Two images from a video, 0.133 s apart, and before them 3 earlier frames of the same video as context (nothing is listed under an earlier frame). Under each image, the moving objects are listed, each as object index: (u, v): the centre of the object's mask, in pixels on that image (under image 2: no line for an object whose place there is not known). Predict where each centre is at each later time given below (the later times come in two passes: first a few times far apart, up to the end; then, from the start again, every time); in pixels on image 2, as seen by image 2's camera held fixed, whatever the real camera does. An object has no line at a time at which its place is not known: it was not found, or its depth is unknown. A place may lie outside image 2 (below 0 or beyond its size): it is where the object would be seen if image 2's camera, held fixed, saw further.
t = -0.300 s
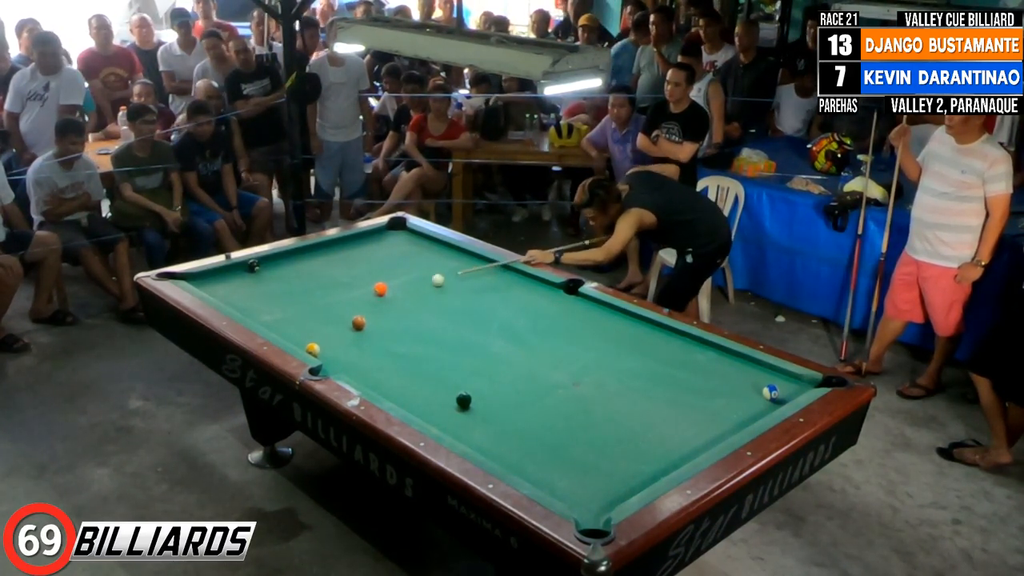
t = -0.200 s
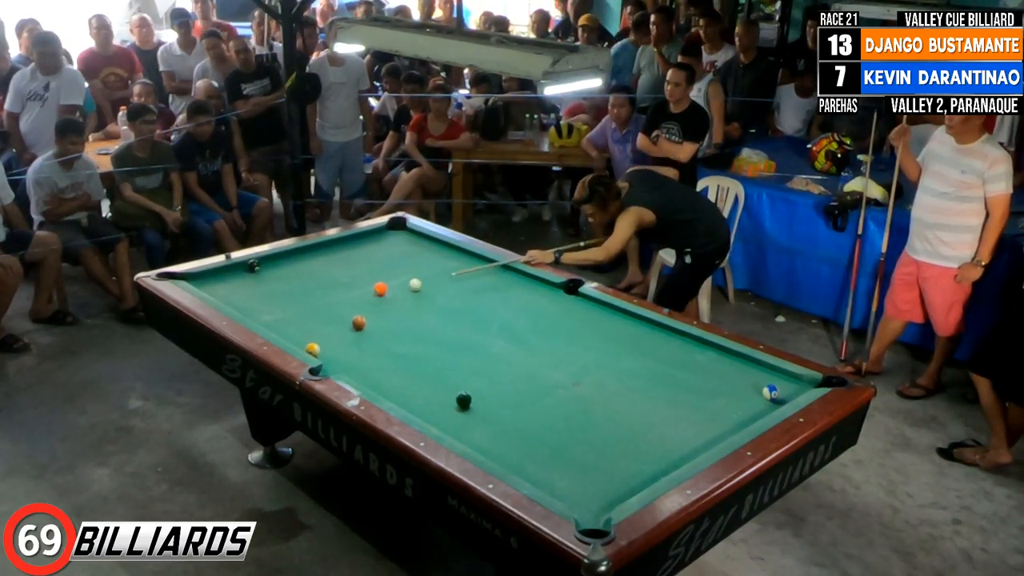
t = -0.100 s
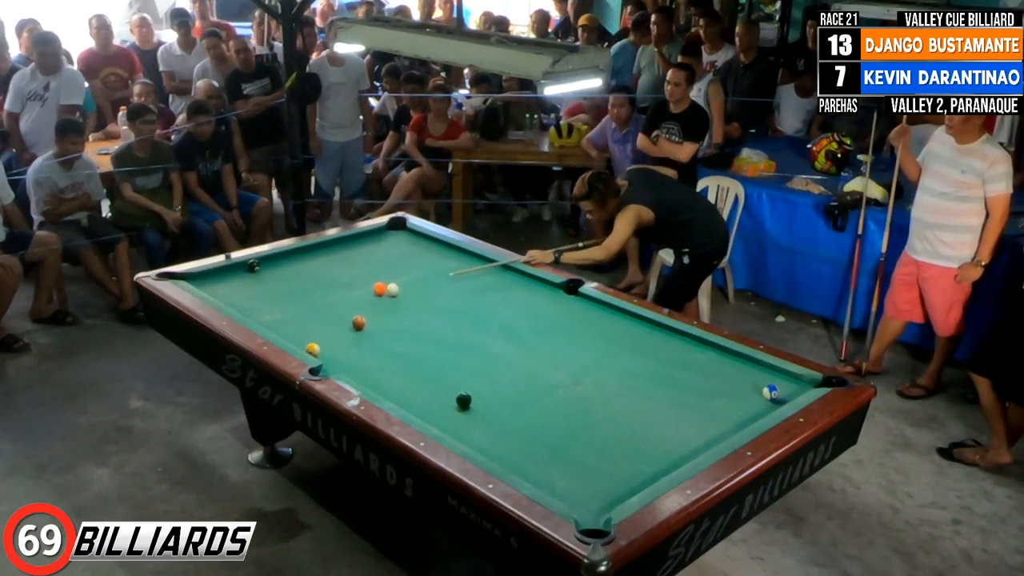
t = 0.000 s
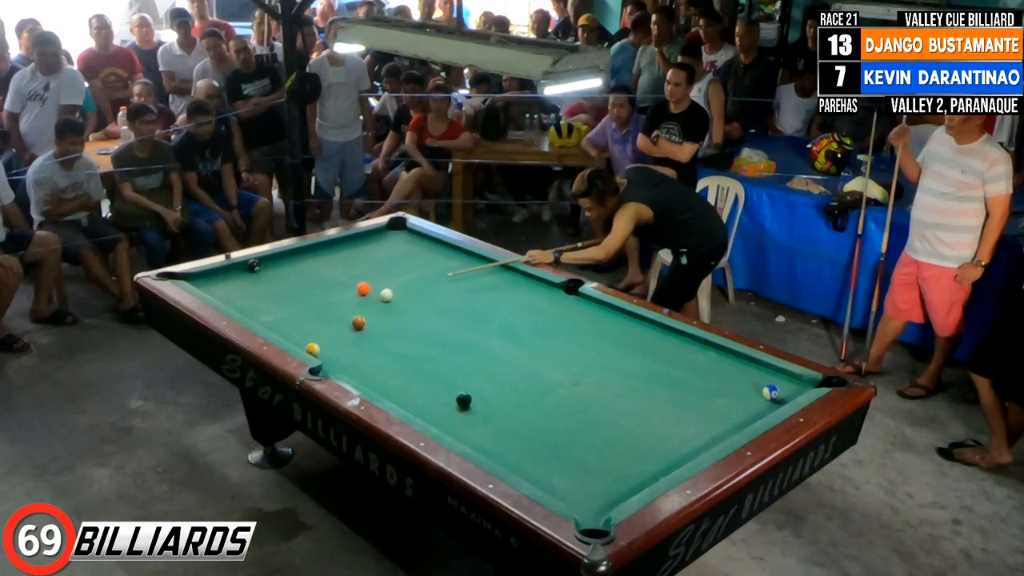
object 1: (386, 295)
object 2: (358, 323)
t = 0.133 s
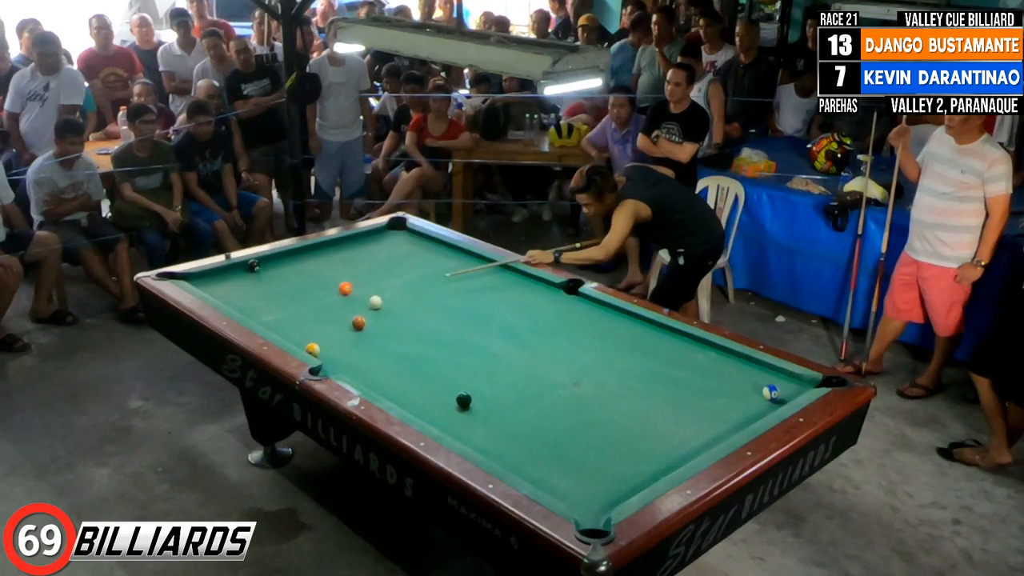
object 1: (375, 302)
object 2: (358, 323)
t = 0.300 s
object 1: (362, 310)
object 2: (358, 323)
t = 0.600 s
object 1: (333, 324)
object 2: (362, 326)
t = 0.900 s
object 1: (300, 335)
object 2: (368, 331)
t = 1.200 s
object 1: (299, 336)
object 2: (373, 336)
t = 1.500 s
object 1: (315, 330)
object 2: (377, 340)
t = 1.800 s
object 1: (329, 326)
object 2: (381, 343)
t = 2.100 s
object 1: (342, 322)
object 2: (384, 346)
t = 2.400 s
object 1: (352, 318)
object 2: (387, 347)
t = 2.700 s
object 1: (362, 315)
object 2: (389, 348)
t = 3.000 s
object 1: (370, 312)
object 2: (391, 348)
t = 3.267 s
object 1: (376, 310)
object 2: (390, 348)
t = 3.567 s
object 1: (382, 308)
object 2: (391, 348)
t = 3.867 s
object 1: (386, 307)
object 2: (390, 348)
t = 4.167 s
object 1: (390, 306)
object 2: (391, 348)
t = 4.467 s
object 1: (392, 305)
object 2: (390, 348)
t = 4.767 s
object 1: (393, 305)
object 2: (390, 348)
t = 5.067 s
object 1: (393, 305)
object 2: (390, 349)
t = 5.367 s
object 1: (393, 305)
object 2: (390, 348)
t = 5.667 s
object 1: (393, 305)
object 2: (390, 348)
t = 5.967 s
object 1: (393, 305)
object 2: (390, 348)
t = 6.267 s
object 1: (393, 305)
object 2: (390, 348)
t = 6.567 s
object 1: (393, 305)
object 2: (390, 348)
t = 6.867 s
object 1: (393, 305)
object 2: (390, 348)
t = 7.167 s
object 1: (393, 305)
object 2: (390, 348)
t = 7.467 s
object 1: (393, 305)
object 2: (390, 348)
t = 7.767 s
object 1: (393, 305)
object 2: (390, 348)
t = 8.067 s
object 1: (393, 305)
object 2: (390, 348)
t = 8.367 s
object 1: (393, 305)
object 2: (390, 348)
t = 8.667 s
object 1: (393, 305)
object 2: (390, 348)
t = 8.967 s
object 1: (393, 305)
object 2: (390, 348)
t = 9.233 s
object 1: (393, 305)
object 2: (390, 348)
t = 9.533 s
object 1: (393, 305)
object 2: (390, 348)
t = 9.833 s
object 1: (393, 305)
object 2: (390, 348)
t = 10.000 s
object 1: (393, 305)
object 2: (390, 348)
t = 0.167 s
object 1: (372, 304)
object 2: (358, 323)
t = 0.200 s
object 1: (370, 306)
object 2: (358, 323)
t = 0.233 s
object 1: (367, 308)
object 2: (358, 323)
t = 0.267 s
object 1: (364, 309)
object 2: (358, 323)
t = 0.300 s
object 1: (362, 310)
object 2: (358, 323)
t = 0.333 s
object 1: (359, 311)
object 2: (358, 324)
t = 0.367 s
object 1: (355, 313)
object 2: (358, 324)
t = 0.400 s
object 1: (352, 315)
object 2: (358, 323)
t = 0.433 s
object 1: (349, 318)
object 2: (358, 324)
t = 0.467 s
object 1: (346, 320)
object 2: (359, 324)
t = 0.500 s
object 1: (342, 321)
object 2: (360, 325)
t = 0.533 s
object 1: (340, 322)
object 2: (360, 325)
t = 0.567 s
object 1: (336, 323)
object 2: (361, 325)
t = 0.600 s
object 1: (333, 324)
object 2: (362, 326)
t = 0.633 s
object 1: (329, 325)
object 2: (362, 327)
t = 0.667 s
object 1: (325, 326)
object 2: (363, 327)
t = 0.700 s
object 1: (322, 328)
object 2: (364, 328)
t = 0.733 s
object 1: (318, 329)
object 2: (364, 328)
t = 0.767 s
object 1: (314, 330)
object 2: (365, 328)
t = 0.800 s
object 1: (311, 331)
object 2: (365, 329)
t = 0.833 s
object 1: (307, 333)
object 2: (366, 330)
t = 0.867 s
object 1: (303, 334)
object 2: (367, 331)
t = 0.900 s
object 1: (300, 335)
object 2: (368, 331)
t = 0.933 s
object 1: (296, 336)
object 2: (368, 332)
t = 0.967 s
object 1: (293, 337)
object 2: (369, 332)
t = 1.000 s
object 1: (290, 337)
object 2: (369, 333)
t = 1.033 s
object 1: (290, 337)
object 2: (370, 333)
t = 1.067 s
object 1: (292, 337)
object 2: (370, 334)
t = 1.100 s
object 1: (293, 337)
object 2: (371, 334)
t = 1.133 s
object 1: (295, 337)
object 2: (371, 335)
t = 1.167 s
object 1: (296, 336)
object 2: (372, 335)
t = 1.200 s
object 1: (299, 336)
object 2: (373, 336)
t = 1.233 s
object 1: (301, 335)
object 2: (373, 336)
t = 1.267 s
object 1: (302, 334)
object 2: (374, 337)
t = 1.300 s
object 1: (304, 334)
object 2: (374, 337)
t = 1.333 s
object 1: (306, 333)
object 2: (375, 337)
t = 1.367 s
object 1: (308, 332)
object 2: (375, 338)
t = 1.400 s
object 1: (310, 332)
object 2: (376, 338)
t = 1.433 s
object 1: (311, 331)
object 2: (376, 339)
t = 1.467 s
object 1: (313, 331)
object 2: (377, 339)
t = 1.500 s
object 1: (315, 330)
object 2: (377, 340)
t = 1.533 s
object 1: (316, 330)
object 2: (377, 340)
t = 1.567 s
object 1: (318, 329)
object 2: (378, 340)
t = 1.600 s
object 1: (320, 329)
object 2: (378, 341)
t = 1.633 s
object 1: (321, 328)
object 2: (379, 341)
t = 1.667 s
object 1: (323, 328)
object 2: (379, 342)
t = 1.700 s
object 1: (324, 327)
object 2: (380, 342)
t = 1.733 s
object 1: (326, 326)
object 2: (380, 342)
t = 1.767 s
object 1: (327, 326)
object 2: (380, 343)
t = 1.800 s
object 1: (329, 326)
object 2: (381, 343)
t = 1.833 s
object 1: (330, 325)
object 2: (381, 343)
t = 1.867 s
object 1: (332, 325)
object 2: (382, 343)
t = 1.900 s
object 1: (333, 324)
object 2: (382, 344)
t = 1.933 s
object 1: (335, 324)
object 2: (382, 344)
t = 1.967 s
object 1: (336, 323)
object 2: (383, 344)
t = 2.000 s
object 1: (338, 323)
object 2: (383, 345)
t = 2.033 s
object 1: (339, 322)
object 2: (383, 345)
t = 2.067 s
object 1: (340, 322)
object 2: (384, 345)
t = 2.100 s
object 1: (342, 322)
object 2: (384, 346)
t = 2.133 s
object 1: (343, 321)
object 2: (384, 346)
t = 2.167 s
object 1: (344, 321)
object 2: (385, 346)
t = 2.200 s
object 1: (346, 320)
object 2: (385, 346)
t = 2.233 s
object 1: (347, 320)
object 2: (385, 346)
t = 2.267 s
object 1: (348, 320)
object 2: (386, 346)
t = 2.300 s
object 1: (349, 319)
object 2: (386, 347)
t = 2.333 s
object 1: (350, 319)
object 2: (386, 347)
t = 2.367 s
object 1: (352, 318)
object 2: (386, 347)
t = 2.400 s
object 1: (352, 318)
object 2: (387, 347)
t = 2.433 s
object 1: (354, 318)
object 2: (387, 348)
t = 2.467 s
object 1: (355, 317)
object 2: (387, 347)
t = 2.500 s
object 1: (356, 317)
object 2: (388, 348)
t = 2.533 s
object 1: (357, 316)
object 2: (388, 348)
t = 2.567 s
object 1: (358, 316)
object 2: (388, 348)
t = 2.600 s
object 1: (359, 316)
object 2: (389, 348)
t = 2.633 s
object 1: (360, 315)
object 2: (389, 348)
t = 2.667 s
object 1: (361, 315)
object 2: (389, 348)
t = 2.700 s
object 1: (362, 315)
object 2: (389, 348)
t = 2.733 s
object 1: (363, 314)
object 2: (389, 348)
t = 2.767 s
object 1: (364, 314)
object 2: (389, 348)
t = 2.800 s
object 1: (365, 314)
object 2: (390, 348)
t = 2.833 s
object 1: (366, 314)
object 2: (390, 348)
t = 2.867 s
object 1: (366, 313)
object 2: (390, 348)
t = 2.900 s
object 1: (368, 313)
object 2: (391, 348)
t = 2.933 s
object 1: (368, 313)
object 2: (390, 348)
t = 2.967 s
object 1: (369, 312)
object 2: (391, 348)
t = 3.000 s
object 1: (370, 312)
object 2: (391, 348)
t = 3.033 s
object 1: (371, 312)
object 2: (391, 348)
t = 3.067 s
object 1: (372, 311)
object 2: (391, 348)
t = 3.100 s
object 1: (373, 311)
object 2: (391, 348)
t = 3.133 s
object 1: (373, 311)
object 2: (391, 348)
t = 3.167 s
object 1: (374, 311)
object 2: (390, 348)
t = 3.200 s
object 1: (375, 310)
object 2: (391, 348)
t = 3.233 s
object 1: (375, 310)
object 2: (391, 348)
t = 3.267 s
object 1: (376, 310)
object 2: (390, 348)
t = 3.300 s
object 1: (377, 310)
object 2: (391, 348)
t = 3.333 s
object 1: (377, 310)
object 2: (391, 348)
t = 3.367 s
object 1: (378, 309)
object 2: (391, 348)
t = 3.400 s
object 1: (379, 309)
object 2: (391, 348)
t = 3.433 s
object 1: (379, 309)
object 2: (391, 348)
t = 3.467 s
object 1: (380, 309)
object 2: (391, 348)
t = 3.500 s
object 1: (381, 309)
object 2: (391, 348)
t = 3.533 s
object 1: (381, 308)
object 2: (391, 348)
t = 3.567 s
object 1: (382, 308)
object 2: (391, 348)
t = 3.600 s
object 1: (382, 308)
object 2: (391, 348)
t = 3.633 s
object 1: (383, 308)
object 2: (391, 348)
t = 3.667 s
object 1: (383, 308)
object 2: (391, 348)
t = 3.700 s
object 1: (384, 308)
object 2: (391, 348)
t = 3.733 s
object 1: (385, 308)
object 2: (391, 348)
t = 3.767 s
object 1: (385, 307)
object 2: (391, 348)
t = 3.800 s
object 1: (385, 307)
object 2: (391, 348)
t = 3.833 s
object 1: (386, 307)
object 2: (390, 348)
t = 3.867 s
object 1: (386, 307)
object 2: (390, 348)
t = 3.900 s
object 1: (387, 307)
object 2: (390, 348)
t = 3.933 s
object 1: (387, 307)
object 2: (390, 348)
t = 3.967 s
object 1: (388, 307)
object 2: (390, 348)
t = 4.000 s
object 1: (388, 306)
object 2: (390, 348)
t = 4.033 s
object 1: (389, 306)
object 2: (391, 348)
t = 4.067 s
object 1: (389, 306)
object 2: (390, 348)
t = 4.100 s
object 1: (389, 306)
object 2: (390, 348)
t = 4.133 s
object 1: (390, 306)
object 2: (390, 348)
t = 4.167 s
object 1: (390, 306)
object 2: (391, 348)
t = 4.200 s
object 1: (390, 306)
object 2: (391, 348)
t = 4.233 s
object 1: (391, 306)
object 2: (390, 348)
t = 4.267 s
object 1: (391, 306)
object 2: (391, 348)
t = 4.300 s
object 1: (391, 306)
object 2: (391, 348)
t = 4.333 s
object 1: (391, 305)
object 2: (390, 348)
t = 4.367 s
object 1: (391, 305)
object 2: (390, 348)
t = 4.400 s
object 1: (391, 305)
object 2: (390, 348)
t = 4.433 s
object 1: (392, 305)
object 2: (390, 348)
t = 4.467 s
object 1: (392, 305)
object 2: (390, 348)
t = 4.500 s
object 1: (392, 305)
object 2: (390, 348)
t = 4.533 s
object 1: (392, 305)
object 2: (390, 348)
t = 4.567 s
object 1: (393, 305)
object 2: (390, 348)
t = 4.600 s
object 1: (393, 305)
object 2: (390, 348)
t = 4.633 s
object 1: (393, 305)
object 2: (390, 348)
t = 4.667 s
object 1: (393, 305)
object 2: (390, 348)
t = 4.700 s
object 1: (393, 305)
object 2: (390, 348)
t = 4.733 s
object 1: (393, 305)
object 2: (390, 348)
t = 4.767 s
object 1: (393, 305)
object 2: (390, 348)
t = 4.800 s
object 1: (393, 305)
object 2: (390, 348)
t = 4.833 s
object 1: (393, 305)
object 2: (390, 348)
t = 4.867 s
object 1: (393, 305)
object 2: (390, 349)
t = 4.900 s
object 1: (393, 305)
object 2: (390, 349)
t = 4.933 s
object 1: (393, 305)
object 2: (390, 349)
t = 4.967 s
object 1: (393, 305)
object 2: (391, 348)
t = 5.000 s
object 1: (393, 305)
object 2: (390, 349)
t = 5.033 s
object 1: (393, 305)
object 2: (390, 349)
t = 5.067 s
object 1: (393, 305)
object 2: (390, 349)
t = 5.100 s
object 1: (393, 305)
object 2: (390, 349)
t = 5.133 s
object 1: (393, 305)
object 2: (390, 349)
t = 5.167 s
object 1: (393, 305)
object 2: (390, 349)
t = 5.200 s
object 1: (393, 305)
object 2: (390, 349)
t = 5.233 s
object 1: (393, 305)
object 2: (390, 349)
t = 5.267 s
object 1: (393, 305)
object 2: (390, 348)
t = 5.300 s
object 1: (393, 305)
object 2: (390, 348)
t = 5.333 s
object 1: (393, 305)
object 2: (390, 348)
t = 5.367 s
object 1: (393, 305)
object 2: (390, 348)
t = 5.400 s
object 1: (393, 305)
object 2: (390, 348)
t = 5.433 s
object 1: (393, 305)
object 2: (390, 348)
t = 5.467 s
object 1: (393, 305)
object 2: (390, 348)
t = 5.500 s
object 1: (393, 305)
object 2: (390, 348)
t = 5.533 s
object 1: (393, 305)
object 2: (390, 348)
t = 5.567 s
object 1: (393, 305)
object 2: (390, 348)
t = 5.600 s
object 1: (393, 305)
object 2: (390, 348)
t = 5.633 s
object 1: (393, 305)
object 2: (390, 348)
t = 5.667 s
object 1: (393, 305)
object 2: (390, 348)
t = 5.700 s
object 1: (393, 305)
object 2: (390, 348)
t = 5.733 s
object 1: (393, 305)
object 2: (390, 348)
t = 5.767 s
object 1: (393, 305)
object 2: (390, 349)
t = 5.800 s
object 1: (393, 305)
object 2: (390, 348)
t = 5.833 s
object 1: (393, 305)
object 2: (390, 348)
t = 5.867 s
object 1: (393, 305)
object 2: (390, 348)
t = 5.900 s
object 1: (393, 305)
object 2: (390, 348)
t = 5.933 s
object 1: (393, 305)
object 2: (390, 348)
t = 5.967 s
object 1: (393, 305)
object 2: (390, 348)
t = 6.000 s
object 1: (393, 305)
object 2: (390, 348)
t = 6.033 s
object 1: (393, 305)
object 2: (390, 348)
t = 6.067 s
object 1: (393, 305)
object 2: (390, 348)
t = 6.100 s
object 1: (393, 305)
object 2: (390, 348)
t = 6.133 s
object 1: (393, 305)
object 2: (390, 348)
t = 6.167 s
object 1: (393, 305)
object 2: (390, 348)
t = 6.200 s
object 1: (393, 305)
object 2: (390, 348)
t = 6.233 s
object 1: (393, 305)
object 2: (390, 348)
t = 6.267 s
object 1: (393, 305)
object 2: (390, 348)
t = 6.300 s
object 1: (393, 305)
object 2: (390, 349)
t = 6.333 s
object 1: (393, 305)
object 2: (390, 348)
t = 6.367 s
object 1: (393, 305)
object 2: (390, 348)
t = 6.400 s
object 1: (393, 305)
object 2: (390, 348)
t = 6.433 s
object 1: (393, 305)
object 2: (390, 348)
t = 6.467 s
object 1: (393, 305)
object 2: (390, 348)
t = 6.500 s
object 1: (393, 305)
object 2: (390, 348)
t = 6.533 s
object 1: (393, 305)
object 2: (390, 348)
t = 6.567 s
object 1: (393, 305)
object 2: (390, 348)
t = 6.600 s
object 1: (393, 305)
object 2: (390, 348)
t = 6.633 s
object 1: (393, 305)
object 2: (390, 348)
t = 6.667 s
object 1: (393, 305)
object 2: (390, 348)
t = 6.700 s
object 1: (393, 305)
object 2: (390, 348)
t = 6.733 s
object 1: (393, 305)
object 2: (390, 348)
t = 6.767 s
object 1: (393, 305)
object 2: (390, 348)
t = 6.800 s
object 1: (393, 305)
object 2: (390, 348)
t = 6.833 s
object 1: (393, 305)
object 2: (390, 348)
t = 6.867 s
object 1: (393, 305)
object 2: (390, 348)
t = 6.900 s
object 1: (393, 305)
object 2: (390, 348)
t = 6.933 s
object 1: (393, 305)
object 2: (390, 348)
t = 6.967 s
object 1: (393, 305)
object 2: (390, 348)
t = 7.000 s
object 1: (393, 305)
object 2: (390, 348)
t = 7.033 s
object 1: (393, 305)
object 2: (390, 348)
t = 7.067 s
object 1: (393, 305)
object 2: (390, 348)
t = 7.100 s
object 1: (393, 305)
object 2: (390, 348)
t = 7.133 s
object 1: (393, 305)
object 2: (390, 348)
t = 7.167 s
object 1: (393, 305)
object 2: (390, 348)
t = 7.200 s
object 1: (393, 305)
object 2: (390, 348)
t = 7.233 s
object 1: (393, 305)
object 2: (390, 348)
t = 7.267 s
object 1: (393, 305)
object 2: (390, 348)
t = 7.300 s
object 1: (393, 305)
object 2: (390, 348)
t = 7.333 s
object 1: (393, 305)
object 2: (390, 348)
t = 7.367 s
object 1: (393, 305)
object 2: (390, 348)
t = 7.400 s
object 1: (393, 305)
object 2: (390, 348)
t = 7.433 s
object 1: (393, 305)
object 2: (390, 348)
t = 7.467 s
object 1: (393, 305)
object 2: (390, 348)
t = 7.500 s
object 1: (393, 305)
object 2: (390, 348)
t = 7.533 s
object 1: (393, 305)
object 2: (390, 348)
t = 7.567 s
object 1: (393, 305)
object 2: (390, 348)
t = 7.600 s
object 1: (393, 305)
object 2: (390, 348)
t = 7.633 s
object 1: (393, 305)
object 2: (390, 348)
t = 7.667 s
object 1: (393, 305)
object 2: (390, 348)
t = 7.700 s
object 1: (393, 305)
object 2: (390, 348)
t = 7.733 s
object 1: (393, 305)
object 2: (390, 348)
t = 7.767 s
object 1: (393, 305)
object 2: (390, 348)
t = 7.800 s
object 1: (393, 305)
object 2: (390, 348)
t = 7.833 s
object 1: (393, 305)
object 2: (390, 348)
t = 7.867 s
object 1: (393, 305)
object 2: (390, 348)
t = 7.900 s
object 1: (393, 305)
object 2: (390, 348)
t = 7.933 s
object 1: (393, 305)
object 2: (390, 348)
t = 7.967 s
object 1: (393, 305)
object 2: (390, 348)
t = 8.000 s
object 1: (393, 305)
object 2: (390, 348)
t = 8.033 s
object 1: (393, 305)
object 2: (390, 348)
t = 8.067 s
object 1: (393, 305)
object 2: (390, 348)
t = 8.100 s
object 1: (393, 305)
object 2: (390, 348)
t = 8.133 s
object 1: (393, 305)
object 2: (390, 348)
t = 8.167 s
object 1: (393, 305)
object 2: (390, 348)
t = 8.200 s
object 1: (393, 305)
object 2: (390, 348)
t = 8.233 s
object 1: (393, 305)
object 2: (390, 348)
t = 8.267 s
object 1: (393, 305)
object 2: (390, 348)
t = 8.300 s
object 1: (393, 305)
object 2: (390, 348)
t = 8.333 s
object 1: (393, 305)
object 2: (390, 348)
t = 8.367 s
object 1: (393, 305)
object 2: (390, 348)
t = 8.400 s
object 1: (393, 305)
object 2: (390, 348)
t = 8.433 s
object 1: (393, 305)
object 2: (390, 348)
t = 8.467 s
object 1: (393, 305)
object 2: (390, 348)
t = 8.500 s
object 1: (393, 305)
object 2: (390, 348)
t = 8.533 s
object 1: (393, 305)
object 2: (390, 348)
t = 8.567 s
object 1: (393, 305)
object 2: (390, 348)
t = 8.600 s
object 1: (393, 305)
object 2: (390, 348)
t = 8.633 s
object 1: (393, 305)
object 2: (390, 348)
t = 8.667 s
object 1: (393, 305)
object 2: (390, 348)
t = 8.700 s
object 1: (393, 305)
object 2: (390, 348)
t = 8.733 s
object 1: (393, 305)
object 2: (390, 348)
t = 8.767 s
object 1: (393, 305)
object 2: (390, 348)
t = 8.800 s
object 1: (393, 305)
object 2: (390, 348)
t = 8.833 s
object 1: (393, 305)
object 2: (390, 348)
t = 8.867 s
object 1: (393, 305)
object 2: (390, 348)
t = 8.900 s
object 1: (393, 305)
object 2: (390, 348)
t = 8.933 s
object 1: (393, 305)
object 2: (390, 348)
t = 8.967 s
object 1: (393, 305)
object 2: (390, 348)
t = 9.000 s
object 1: (393, 305)
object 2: (390, 348)
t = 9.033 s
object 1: (393, 305)
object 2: (390, 348)
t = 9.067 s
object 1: (393, 305)
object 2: (390, 348)
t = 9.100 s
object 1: (393, 305)
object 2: (390, 348)
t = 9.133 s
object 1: (393, 305)
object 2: (390, 348)
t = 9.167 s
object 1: (393, 305)
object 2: (390, 348)
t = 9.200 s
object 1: (393, 305)
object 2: (390, 348)
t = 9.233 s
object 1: (393, 305)
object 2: (390, 348)
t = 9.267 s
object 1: (393, 305)
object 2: (390, 348)
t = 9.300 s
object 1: (393, 305)
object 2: (390, 348)
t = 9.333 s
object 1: (393, 305)
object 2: (390, 348)
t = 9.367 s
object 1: (393, 305)
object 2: (390, 348)
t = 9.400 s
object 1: (393, 305)
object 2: (390, 348)
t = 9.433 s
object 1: (393, 305)
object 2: (390, 348)
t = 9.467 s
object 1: (393, 305)
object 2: (390, 348)
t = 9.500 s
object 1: (393, 305)
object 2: (390, 348)
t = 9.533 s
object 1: (393, 305)
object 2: (390, 348)
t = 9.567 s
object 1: (393, 305)
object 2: (390, 348)
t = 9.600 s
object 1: (393, 305)
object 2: (390, 348)
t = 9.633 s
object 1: (393, 305)
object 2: (390, 348)
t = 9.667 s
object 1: (393, 305)
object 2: (390, 348)
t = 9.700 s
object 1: (393, 305)
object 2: (390, 348)
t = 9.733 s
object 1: (393, 305)
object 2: (390, 348)
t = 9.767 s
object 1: (393, 305)
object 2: (390, 349)
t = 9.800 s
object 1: (393, 305)
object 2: (390, 348)
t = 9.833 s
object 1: (393, 305)
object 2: (390, 348)
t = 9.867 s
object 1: (393, 305)
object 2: (390, 348)
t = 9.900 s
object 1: (393, 305)
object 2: (390, 348)
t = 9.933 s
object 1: (393, 305)
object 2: (390, 348)
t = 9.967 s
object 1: (393, 305)
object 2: (390, 348)
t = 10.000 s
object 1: (393, 305)
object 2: (390, 348)
